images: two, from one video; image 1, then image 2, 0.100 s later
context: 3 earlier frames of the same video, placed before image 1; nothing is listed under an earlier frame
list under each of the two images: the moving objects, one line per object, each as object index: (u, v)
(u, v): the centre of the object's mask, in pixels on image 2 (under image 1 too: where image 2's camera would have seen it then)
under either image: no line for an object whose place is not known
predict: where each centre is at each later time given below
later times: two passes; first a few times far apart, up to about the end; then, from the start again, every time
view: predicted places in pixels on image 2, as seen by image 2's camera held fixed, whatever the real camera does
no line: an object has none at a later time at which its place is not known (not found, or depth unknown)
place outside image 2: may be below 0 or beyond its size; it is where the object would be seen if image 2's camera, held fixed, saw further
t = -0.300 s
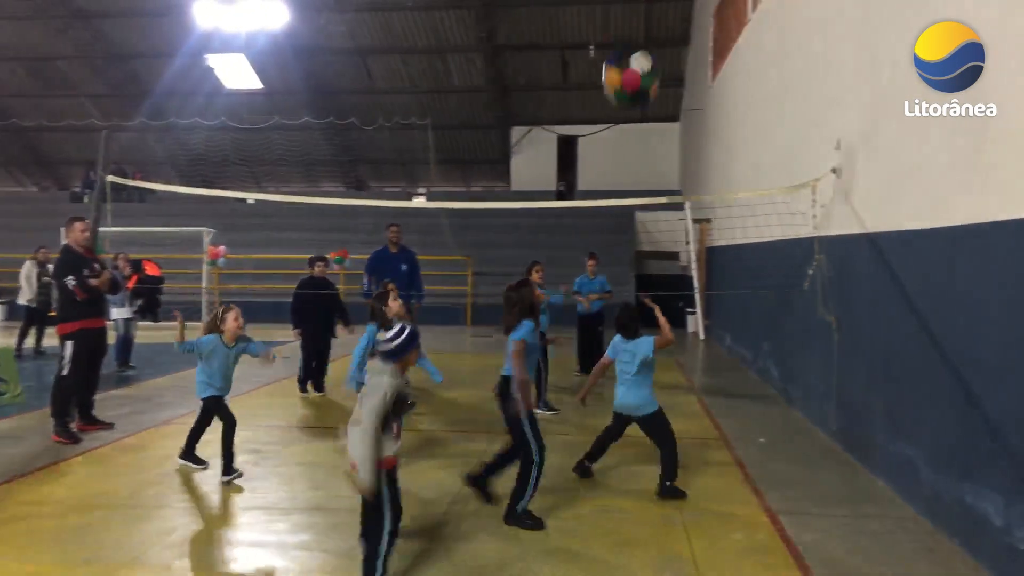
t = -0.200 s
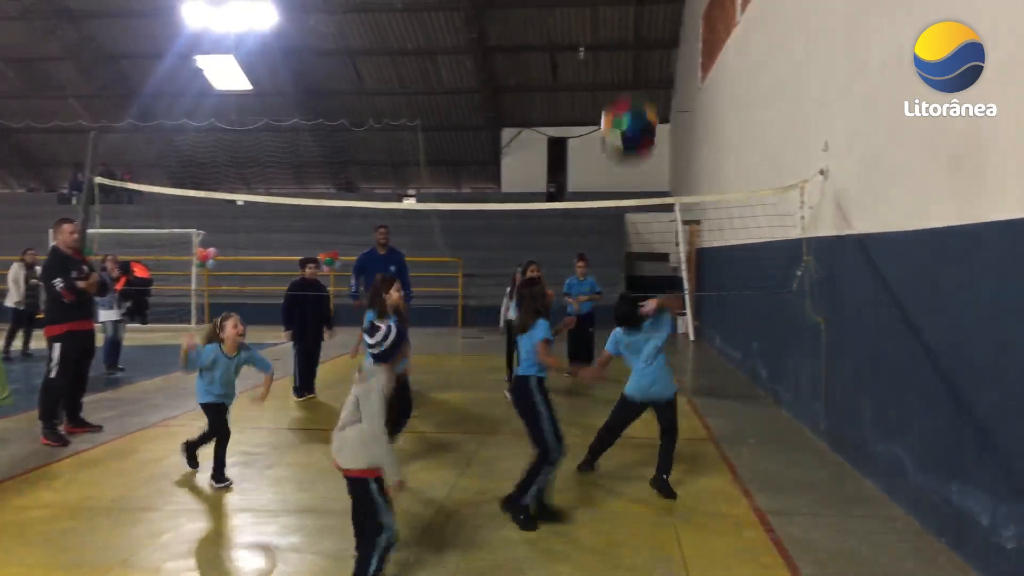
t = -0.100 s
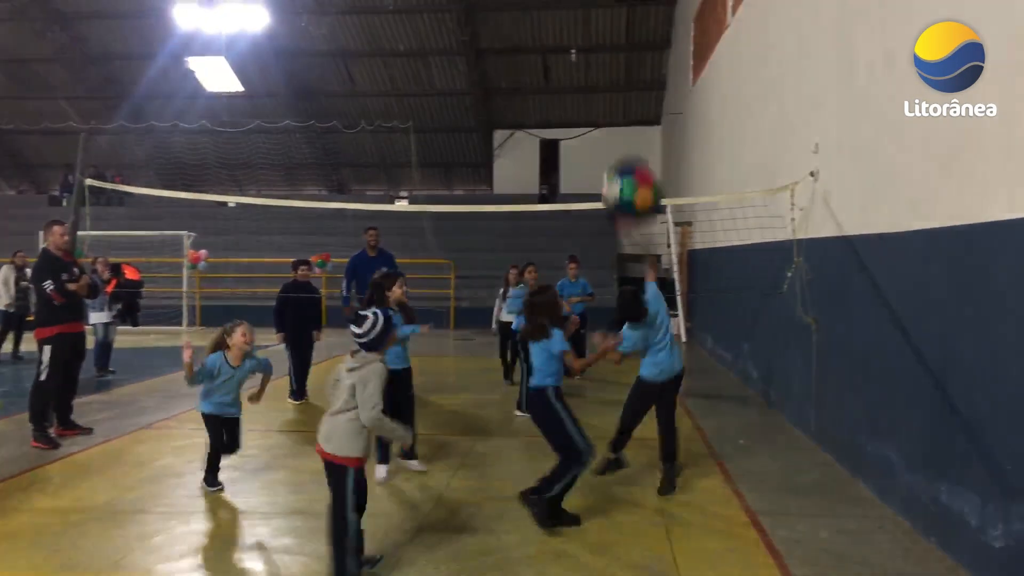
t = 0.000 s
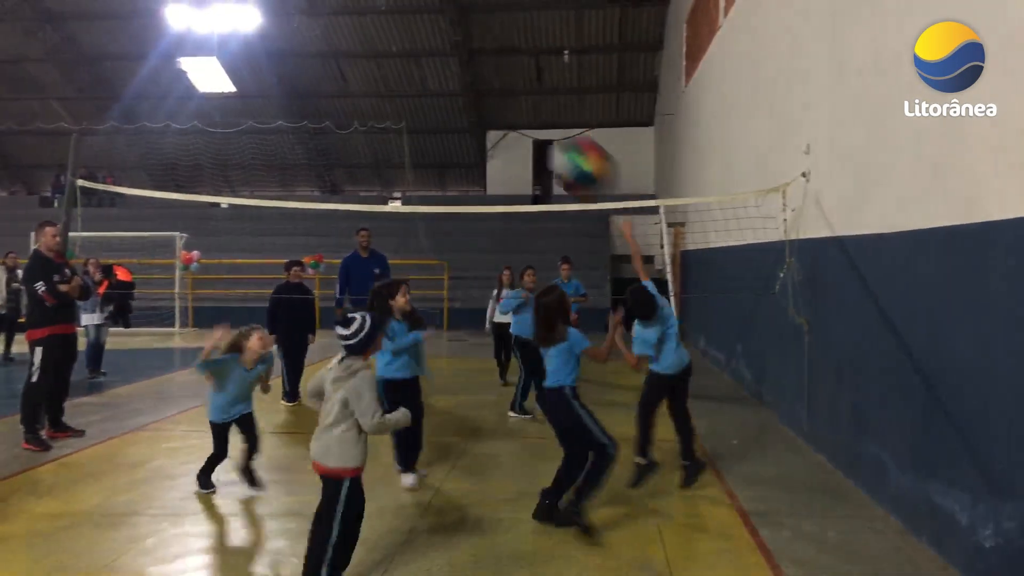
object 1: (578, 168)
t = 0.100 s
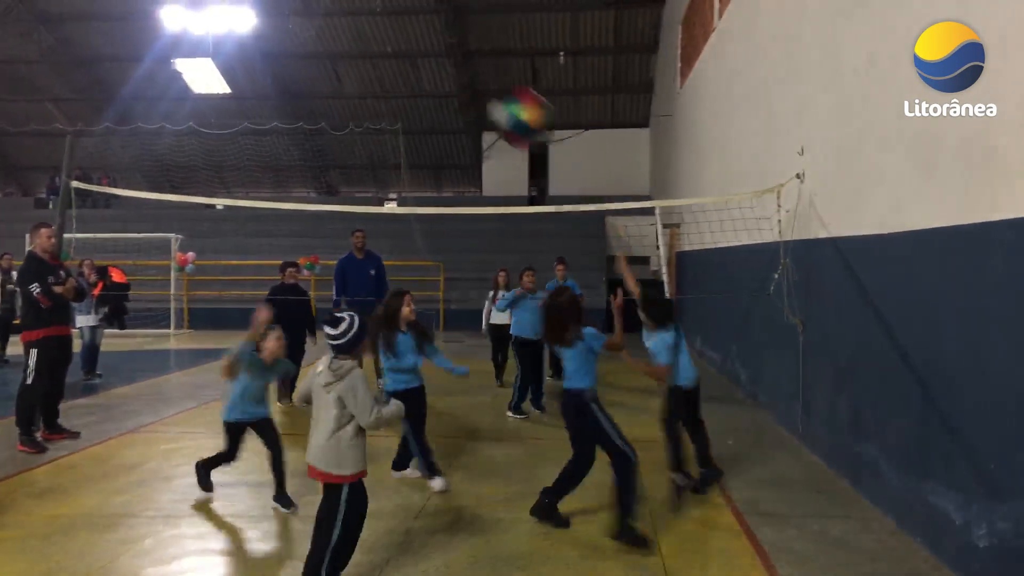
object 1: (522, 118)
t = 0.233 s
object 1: (456, 75)
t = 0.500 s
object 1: (349, 60)
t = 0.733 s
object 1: (275, 107)
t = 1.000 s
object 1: (210, 221)
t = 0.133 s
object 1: (503, 102)
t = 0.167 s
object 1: (487, 91)
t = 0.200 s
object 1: (473, 84)
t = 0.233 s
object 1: (456, 75)
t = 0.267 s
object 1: (440, 67)
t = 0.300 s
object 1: (426, 62)
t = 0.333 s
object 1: (412, 59)
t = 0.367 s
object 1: (398, 56)
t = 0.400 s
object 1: (386, 55)
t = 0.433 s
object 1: (372, 56)
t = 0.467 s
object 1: (361, 58)
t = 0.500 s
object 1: (349, 60)
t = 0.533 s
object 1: (338, 64)
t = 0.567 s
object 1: (327, 69)
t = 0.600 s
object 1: (317, 75)
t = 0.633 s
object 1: (305, 82)
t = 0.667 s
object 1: (295, 89)
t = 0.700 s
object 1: (284, 98)
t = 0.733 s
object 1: (275, 107)
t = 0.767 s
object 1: (266, 117)
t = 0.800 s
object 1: (257, 129)
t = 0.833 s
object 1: (248, 143)
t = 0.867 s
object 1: (239, 156)
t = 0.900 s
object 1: (229, 170)
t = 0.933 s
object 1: (222, 185)
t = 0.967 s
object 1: (213, 201)
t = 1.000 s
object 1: (210, 221)
